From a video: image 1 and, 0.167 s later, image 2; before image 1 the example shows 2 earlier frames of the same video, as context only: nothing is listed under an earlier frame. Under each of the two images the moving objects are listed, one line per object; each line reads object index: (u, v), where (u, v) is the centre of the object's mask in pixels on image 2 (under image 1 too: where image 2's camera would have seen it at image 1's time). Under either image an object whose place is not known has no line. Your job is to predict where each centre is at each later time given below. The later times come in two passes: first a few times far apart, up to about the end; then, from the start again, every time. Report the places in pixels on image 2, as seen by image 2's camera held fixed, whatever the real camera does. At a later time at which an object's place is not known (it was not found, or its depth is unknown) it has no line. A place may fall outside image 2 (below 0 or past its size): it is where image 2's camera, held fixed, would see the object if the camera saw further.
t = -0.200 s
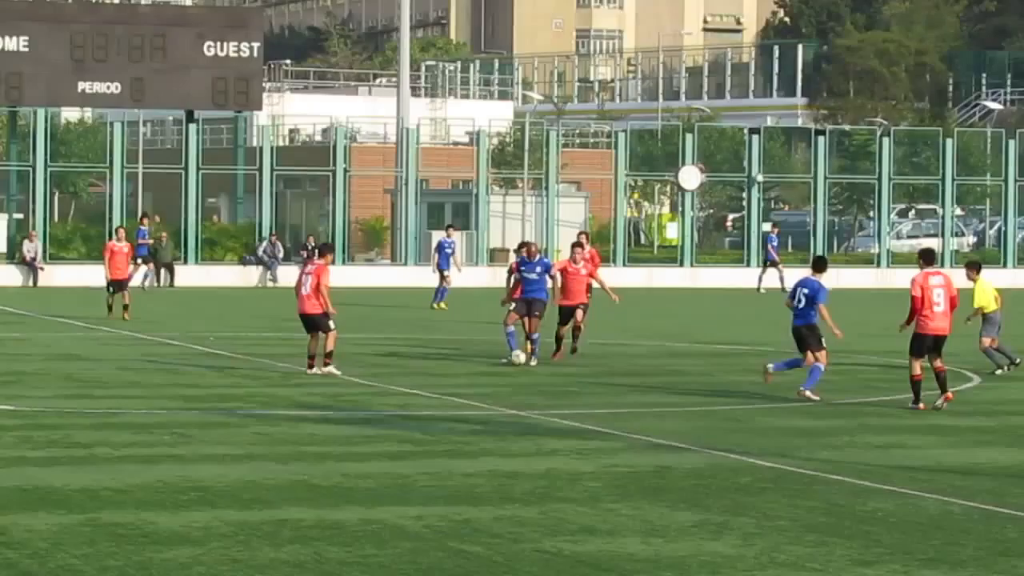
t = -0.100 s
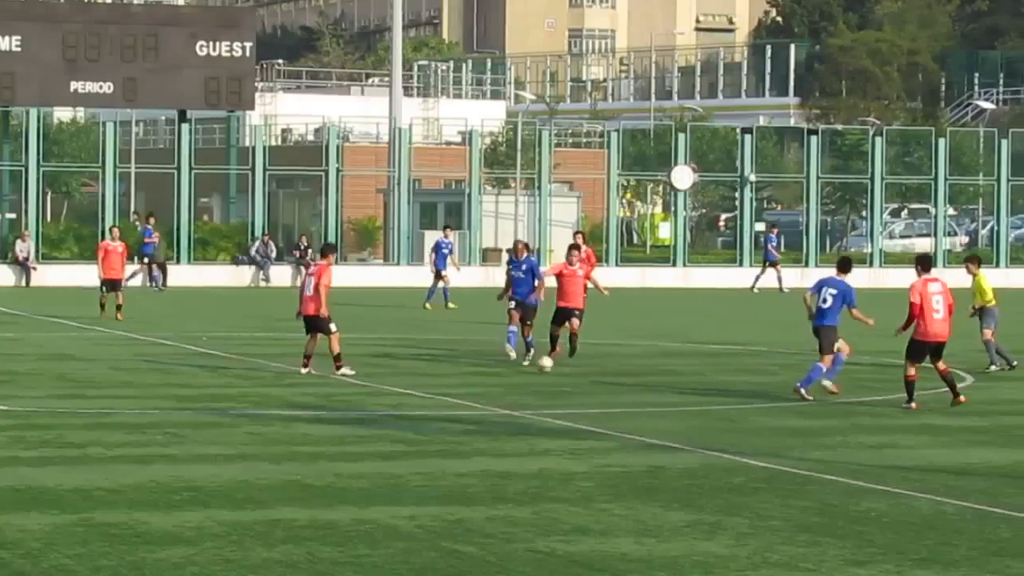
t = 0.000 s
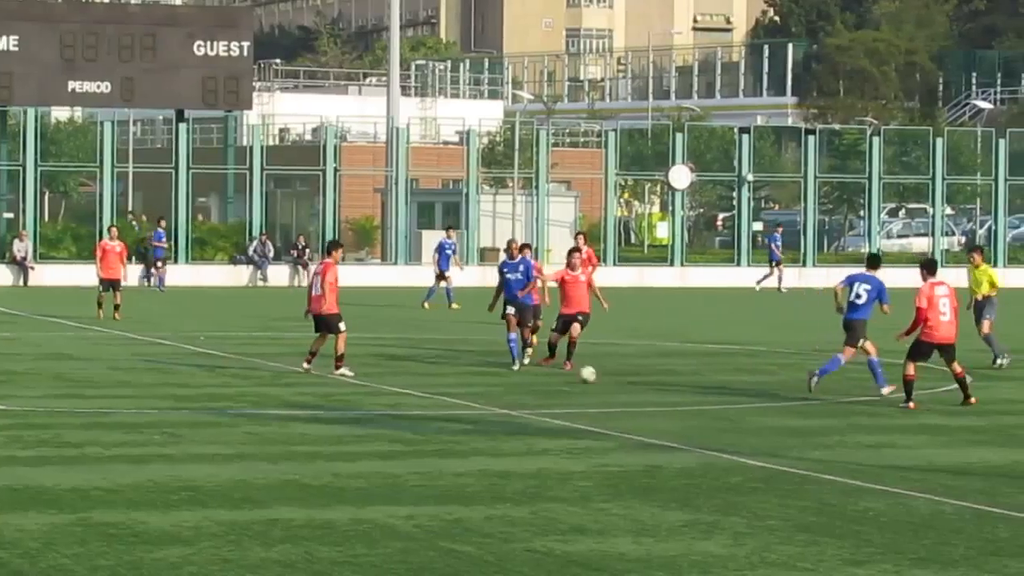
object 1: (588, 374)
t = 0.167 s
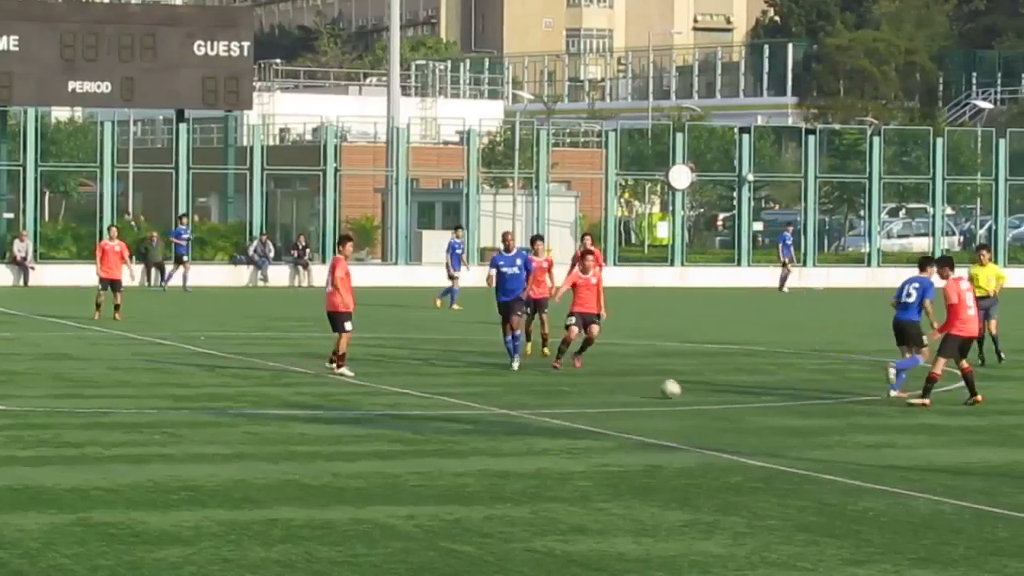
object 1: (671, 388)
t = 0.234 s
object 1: (706, 394)
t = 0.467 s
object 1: (850, 417)
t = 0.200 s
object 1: (688, 393)
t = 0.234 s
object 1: (706, 394)
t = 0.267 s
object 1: (725, 397)
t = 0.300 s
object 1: (744, 400)
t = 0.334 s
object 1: (765, 405)
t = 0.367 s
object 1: (785, 409)
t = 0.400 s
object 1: (806, 410)
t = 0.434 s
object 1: (828, 413)
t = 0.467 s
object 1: (850, 417)
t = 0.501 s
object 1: (873, 423)
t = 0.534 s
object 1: (896, 425)
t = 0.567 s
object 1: (919, 427)
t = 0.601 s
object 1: (943, 431)
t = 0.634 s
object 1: (967, 436)
